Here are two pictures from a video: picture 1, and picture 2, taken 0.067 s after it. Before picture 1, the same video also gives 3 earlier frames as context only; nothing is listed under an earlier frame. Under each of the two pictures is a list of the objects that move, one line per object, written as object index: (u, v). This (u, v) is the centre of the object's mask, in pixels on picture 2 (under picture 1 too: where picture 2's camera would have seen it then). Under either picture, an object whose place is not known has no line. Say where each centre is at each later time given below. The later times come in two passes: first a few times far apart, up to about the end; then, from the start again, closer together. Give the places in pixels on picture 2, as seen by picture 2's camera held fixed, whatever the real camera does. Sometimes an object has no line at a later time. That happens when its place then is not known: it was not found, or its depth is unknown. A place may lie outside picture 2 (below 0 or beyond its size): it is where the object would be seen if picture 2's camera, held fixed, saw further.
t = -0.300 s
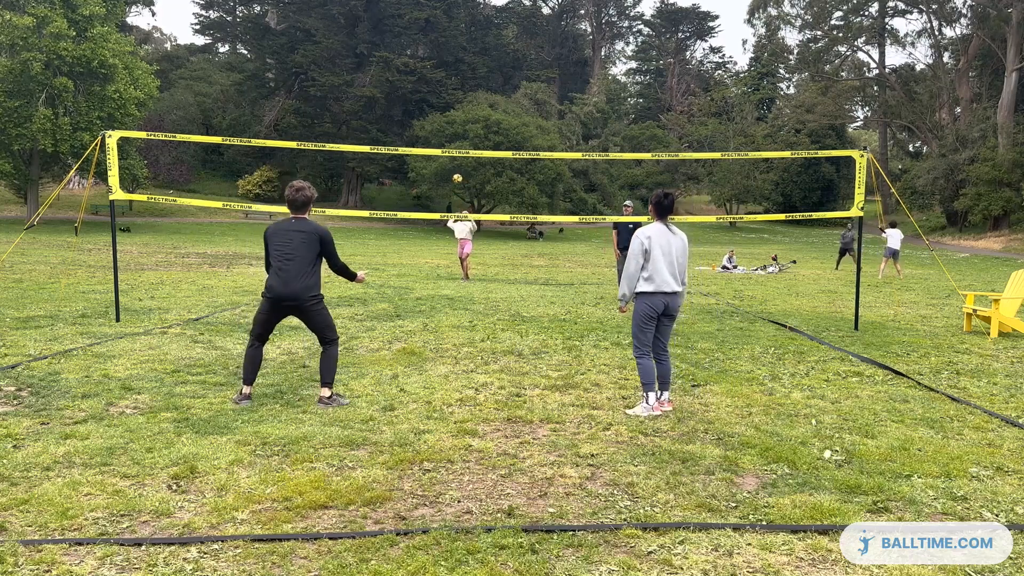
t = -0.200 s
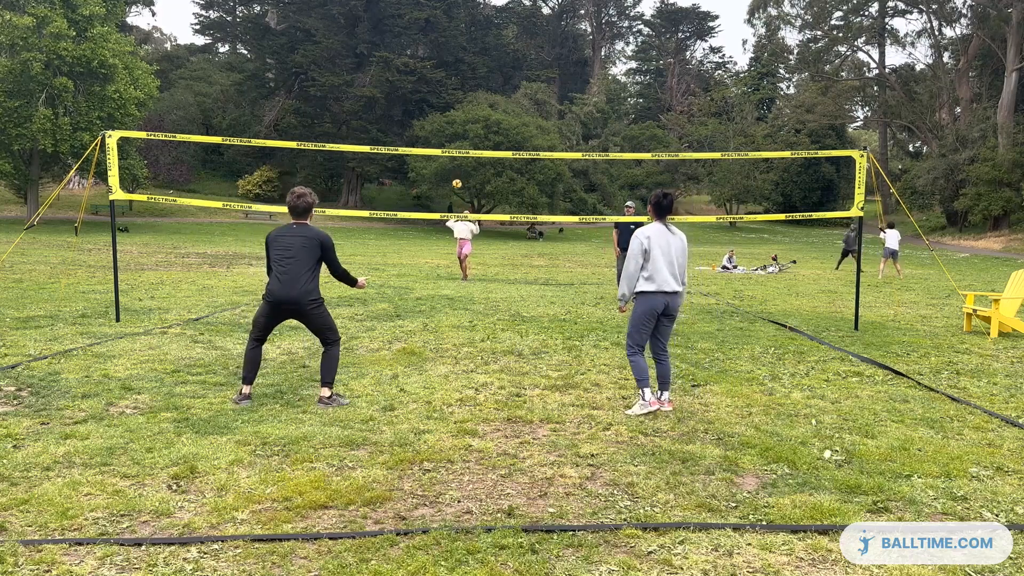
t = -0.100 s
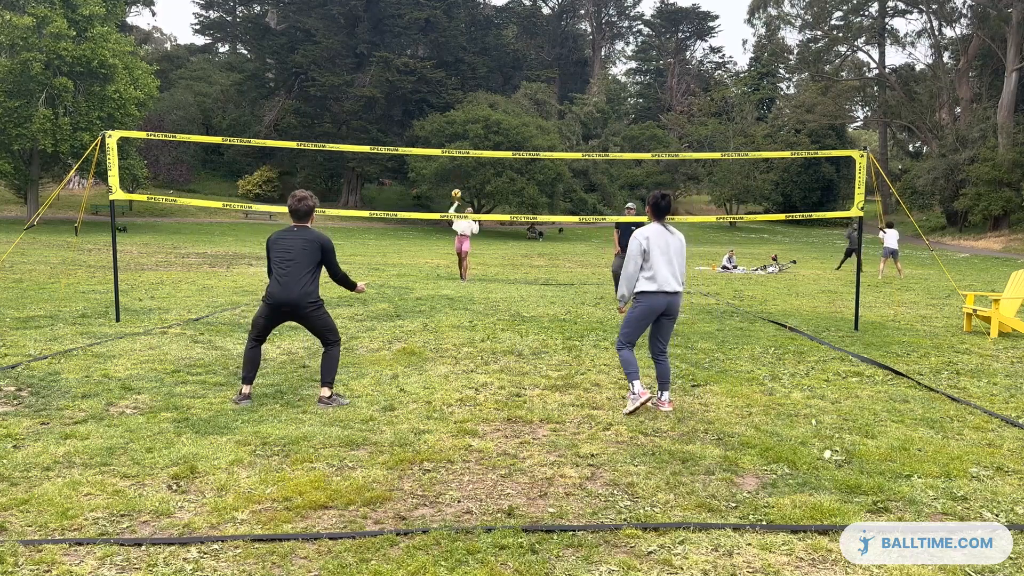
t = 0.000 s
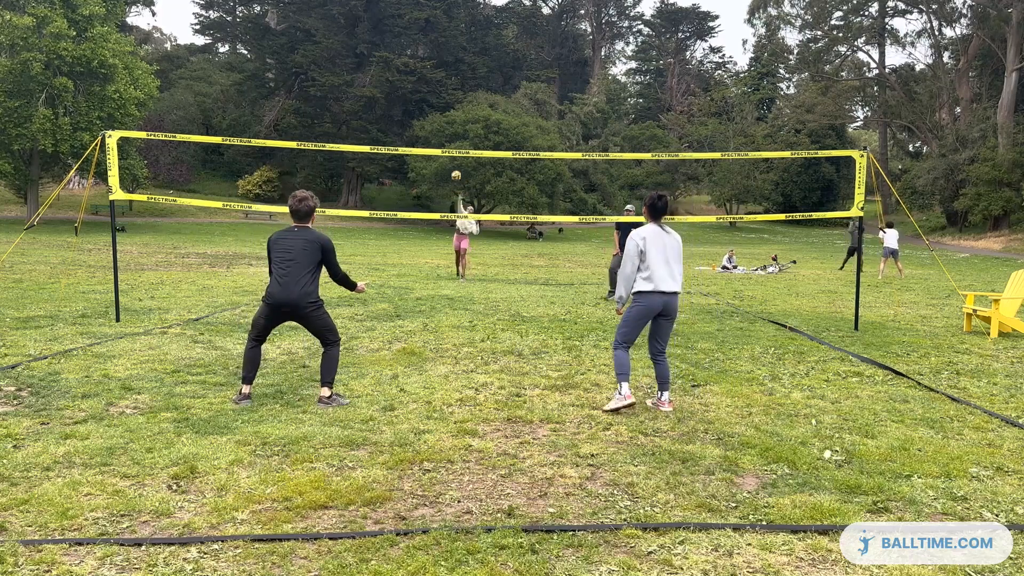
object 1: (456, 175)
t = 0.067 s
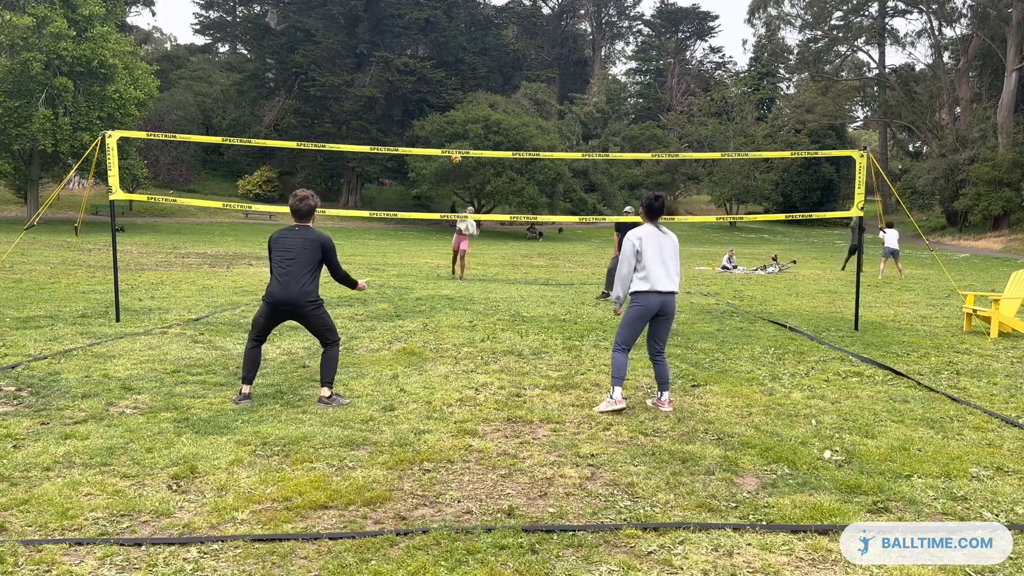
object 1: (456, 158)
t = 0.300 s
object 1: (457, 103)
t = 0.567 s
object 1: (459, 59)
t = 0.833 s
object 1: (459, 56)
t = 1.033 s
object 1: (459, 103)
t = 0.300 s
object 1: (457, 103)
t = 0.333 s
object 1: (457, 96)
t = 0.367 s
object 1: (457, 90)
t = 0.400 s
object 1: (458, 84)
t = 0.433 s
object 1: (458, 78)
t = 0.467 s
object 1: (458, 72)
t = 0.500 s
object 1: (458, 68)
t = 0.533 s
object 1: (458, 62)
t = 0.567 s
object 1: (459, 59)
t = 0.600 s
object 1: (458, 56)
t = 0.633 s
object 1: (458, 53)
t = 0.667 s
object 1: (458, 49)
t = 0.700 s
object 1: (458, 50)
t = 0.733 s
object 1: (459, 50)
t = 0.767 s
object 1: (459, 51)
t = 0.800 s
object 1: (459, 53)
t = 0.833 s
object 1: (459, 56)
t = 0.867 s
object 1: (458, 60)
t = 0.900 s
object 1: (459, 66)
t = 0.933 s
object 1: (459, 73)
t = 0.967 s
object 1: (459, 81)
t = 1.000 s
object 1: (459, 91)
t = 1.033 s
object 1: (459, 103)
